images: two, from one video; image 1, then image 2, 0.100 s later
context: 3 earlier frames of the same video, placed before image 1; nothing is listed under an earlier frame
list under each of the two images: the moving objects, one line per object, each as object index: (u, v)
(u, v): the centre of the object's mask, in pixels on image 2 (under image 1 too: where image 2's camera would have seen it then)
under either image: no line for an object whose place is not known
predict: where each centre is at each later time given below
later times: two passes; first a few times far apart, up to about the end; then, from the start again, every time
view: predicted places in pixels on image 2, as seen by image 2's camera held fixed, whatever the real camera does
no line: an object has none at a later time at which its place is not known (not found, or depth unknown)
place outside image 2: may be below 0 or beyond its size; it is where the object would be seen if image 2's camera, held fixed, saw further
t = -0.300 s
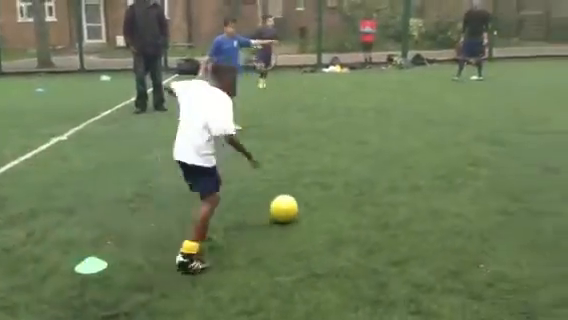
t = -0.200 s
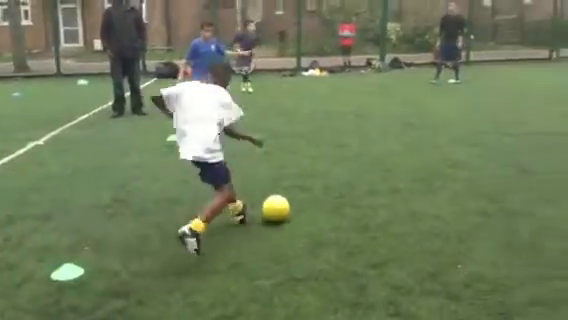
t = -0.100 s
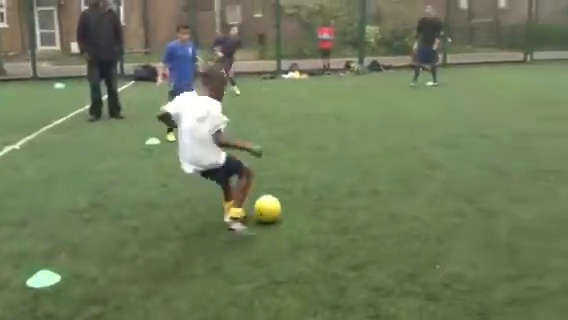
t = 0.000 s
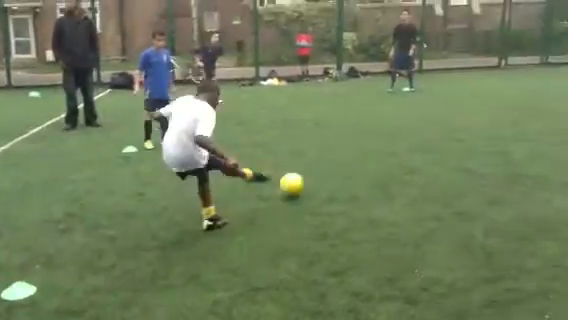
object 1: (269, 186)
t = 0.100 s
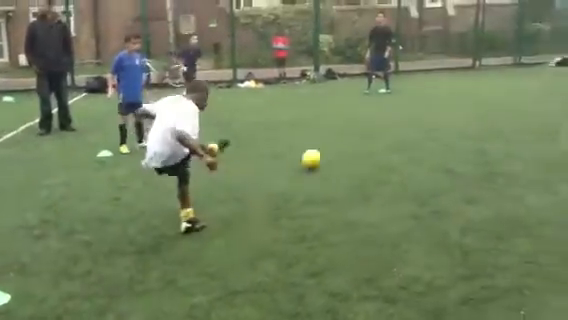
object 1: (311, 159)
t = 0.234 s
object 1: (345, 134)
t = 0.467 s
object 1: (377, 109)
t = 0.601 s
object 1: (389, 101)
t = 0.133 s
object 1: (321, 151)
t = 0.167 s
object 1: (330, 144)
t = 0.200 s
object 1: (338, 140)
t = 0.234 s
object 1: (345, 134)
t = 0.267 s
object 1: (350, 128)
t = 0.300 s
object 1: (356, 124)
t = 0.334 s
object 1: (362, 121)
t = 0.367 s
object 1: (366, 117)
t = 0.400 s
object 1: (370, 114)
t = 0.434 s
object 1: (373, 112)
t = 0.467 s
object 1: (377, 109)
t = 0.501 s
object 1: (381, 108)
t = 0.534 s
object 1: (384, 105)
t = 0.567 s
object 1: (386, 103)
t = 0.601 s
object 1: (389, 101)
